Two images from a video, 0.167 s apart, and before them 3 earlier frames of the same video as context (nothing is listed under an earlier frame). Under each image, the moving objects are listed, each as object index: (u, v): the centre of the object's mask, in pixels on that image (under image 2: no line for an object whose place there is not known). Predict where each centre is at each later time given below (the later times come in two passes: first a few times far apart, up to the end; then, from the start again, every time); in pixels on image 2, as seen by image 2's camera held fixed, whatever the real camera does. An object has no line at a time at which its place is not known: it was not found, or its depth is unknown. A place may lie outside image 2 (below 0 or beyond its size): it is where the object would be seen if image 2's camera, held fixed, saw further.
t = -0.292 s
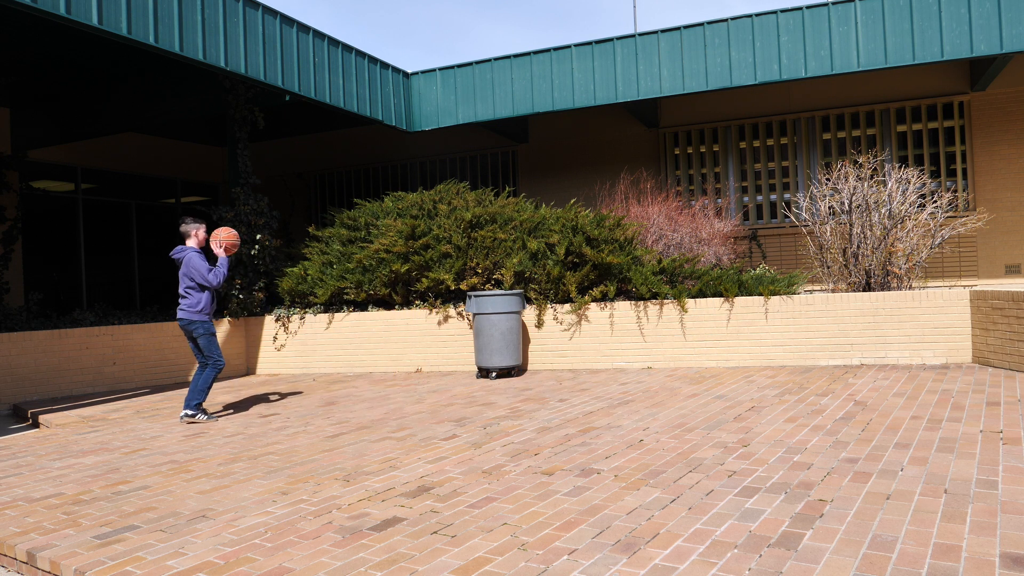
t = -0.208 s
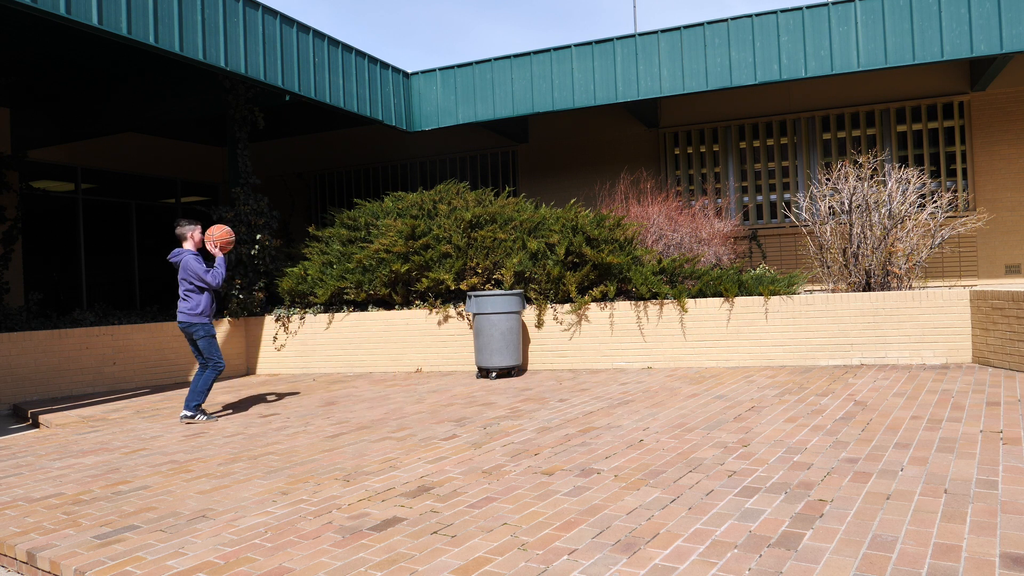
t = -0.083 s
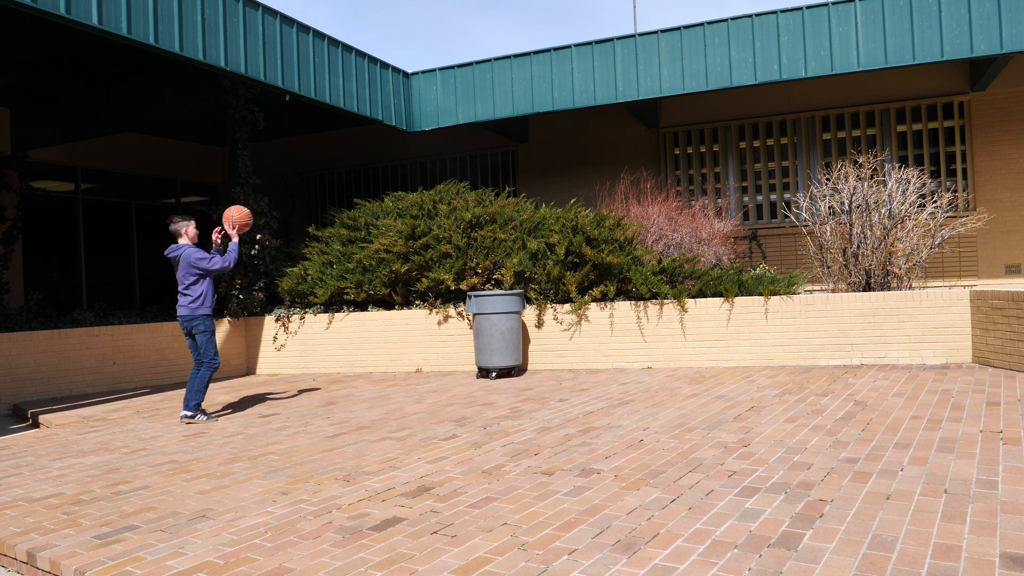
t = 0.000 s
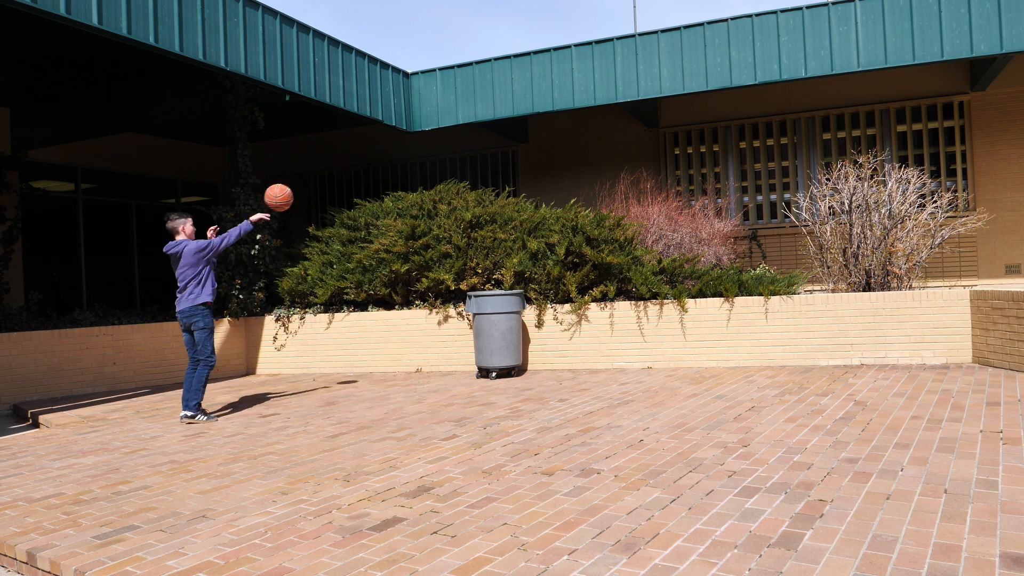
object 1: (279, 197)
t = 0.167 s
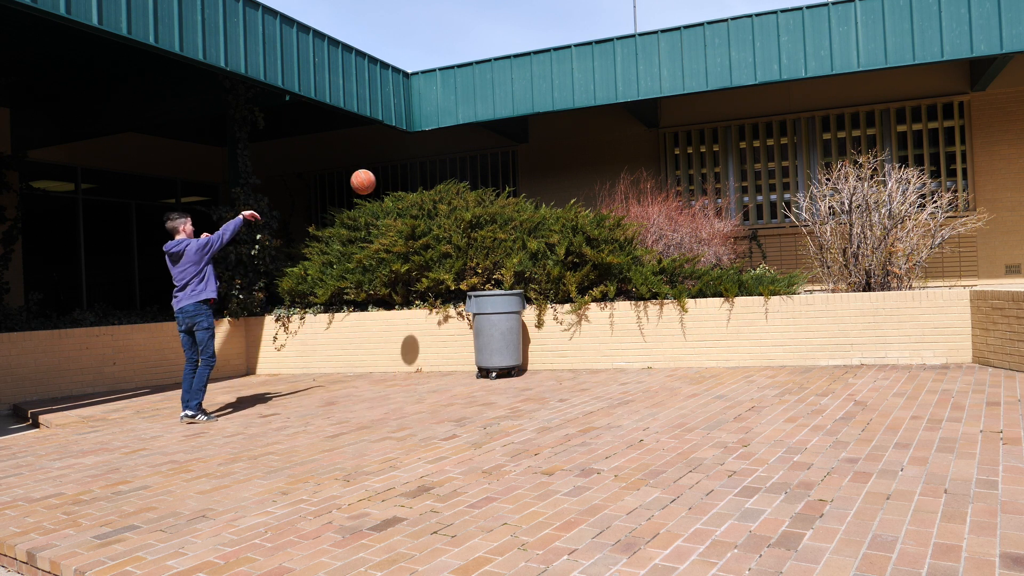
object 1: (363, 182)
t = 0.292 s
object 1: (417, 189)
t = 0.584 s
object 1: (503, 230)
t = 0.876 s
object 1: (498, 227)
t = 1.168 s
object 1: (489, 234)
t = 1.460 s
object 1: (477, 249)
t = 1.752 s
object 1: (463, 292)
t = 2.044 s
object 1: (450, 343)
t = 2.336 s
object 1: (428, 307)
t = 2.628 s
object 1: (408, 349)
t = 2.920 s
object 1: (387, 339)
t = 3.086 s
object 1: (375, 340)
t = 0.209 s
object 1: (382, 183)
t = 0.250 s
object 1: (400, 185)
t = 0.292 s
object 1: (417, 189)
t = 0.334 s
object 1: (434, 194)
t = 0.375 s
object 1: (450, 201)
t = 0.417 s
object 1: (465, 209)
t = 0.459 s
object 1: (479, 218)
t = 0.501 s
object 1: (491, 224)
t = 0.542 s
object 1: (498, 227)
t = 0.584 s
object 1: (503, 230)
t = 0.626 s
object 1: (505, 230)
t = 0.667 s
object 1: (506, 230)
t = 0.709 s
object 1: (505, 230)
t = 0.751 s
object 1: (504, 229)
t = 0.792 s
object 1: (502, 228)
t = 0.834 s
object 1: (500, 227)
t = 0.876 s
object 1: (498, 227)
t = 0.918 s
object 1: (497, 228)
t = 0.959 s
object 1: (496, 228)
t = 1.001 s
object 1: (495, 229)
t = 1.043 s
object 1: (493, 230)
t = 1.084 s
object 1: (492, 231)
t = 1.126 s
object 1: (490, 233)
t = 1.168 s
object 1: (489, 234)
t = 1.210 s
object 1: (487, 236)
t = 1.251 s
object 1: (485, 239)
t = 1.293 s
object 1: (483, 240)
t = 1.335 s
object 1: (482, 242)
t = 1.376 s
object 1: (480, 244)
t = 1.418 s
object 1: (479, 246)
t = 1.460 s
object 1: (477, 249)
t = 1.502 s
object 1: (476, 251)
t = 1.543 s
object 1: (474, 255)
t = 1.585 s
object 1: (472, 260)
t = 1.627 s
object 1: (470, 266)
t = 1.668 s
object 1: (468, 274)
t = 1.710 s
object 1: (467, 282)
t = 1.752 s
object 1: (463, 292)
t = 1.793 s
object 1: (460, 305)
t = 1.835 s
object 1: (461, 319)
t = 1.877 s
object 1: (460, 335)
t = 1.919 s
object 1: (458, 352)
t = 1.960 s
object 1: (457, 367)
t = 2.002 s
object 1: (453, 354)
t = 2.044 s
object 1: (450, 343)
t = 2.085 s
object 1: (447, 334)
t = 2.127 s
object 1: (443, 325)
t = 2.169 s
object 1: (440, 318)
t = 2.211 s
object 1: (437, 313)
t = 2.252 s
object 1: (434, 310)
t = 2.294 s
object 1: (431, 307)
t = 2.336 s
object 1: (428, 307)
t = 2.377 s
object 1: (425, 308)
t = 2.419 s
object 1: (422, 311)
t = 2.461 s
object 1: (419, 315)
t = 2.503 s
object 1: (416, 321)
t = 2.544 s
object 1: (413, 328)
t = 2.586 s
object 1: (410, 338)
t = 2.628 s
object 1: (408, 349)
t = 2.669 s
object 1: (405, 361)
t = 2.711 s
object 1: (402, 374)
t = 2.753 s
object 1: (399, 364)
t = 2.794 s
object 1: (396, 356)
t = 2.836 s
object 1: (393, 349)
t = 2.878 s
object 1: (390, 343)
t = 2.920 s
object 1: (387, 339)
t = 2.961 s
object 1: (384, 337)
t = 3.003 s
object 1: (381, 337)
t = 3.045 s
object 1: (378, 338)
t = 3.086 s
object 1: (375, 340)
